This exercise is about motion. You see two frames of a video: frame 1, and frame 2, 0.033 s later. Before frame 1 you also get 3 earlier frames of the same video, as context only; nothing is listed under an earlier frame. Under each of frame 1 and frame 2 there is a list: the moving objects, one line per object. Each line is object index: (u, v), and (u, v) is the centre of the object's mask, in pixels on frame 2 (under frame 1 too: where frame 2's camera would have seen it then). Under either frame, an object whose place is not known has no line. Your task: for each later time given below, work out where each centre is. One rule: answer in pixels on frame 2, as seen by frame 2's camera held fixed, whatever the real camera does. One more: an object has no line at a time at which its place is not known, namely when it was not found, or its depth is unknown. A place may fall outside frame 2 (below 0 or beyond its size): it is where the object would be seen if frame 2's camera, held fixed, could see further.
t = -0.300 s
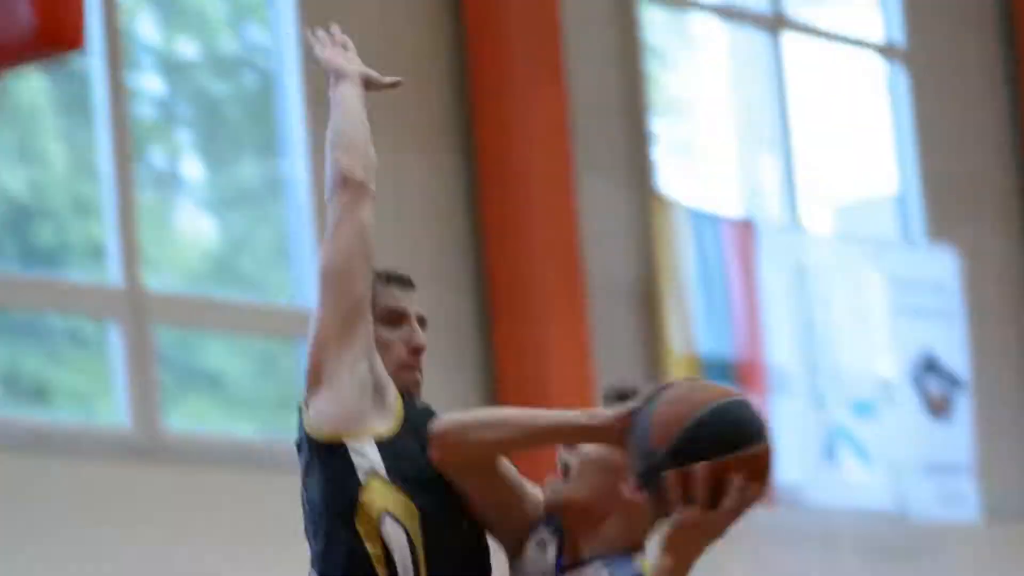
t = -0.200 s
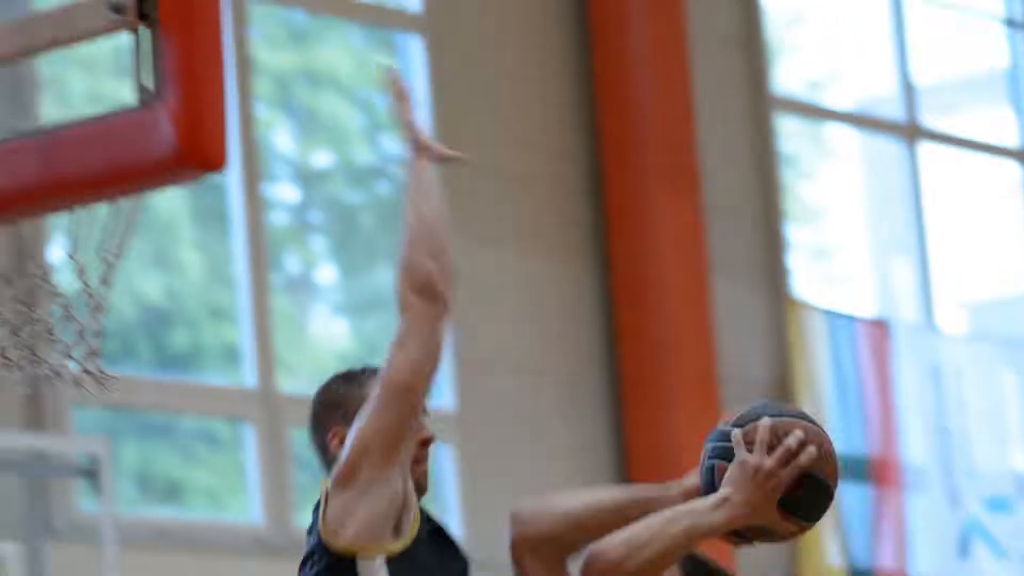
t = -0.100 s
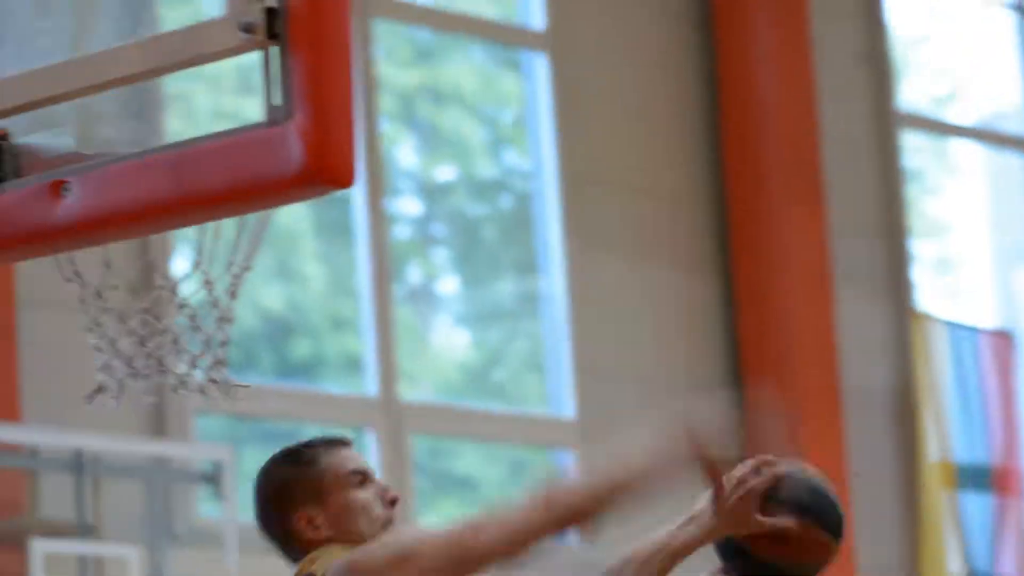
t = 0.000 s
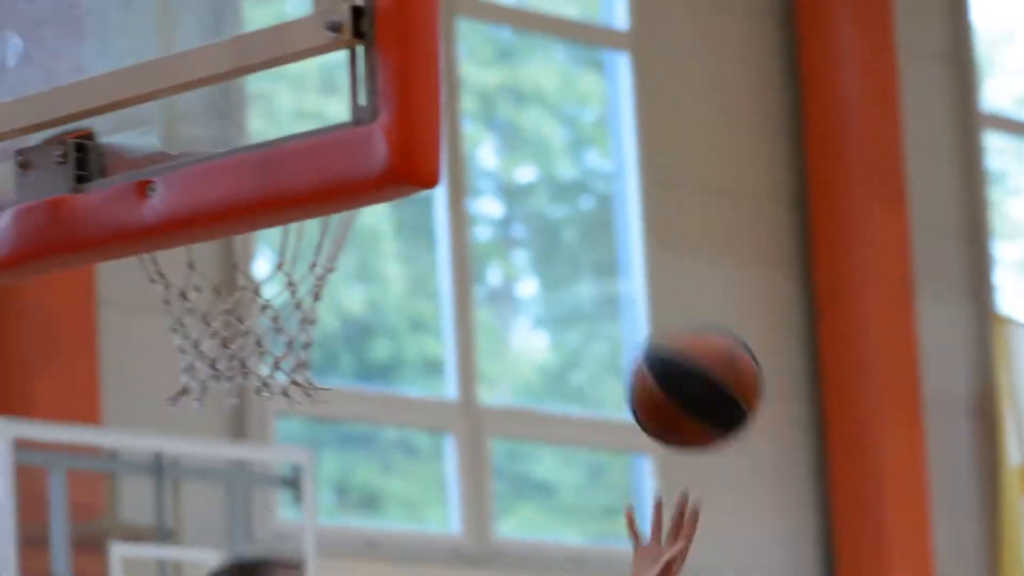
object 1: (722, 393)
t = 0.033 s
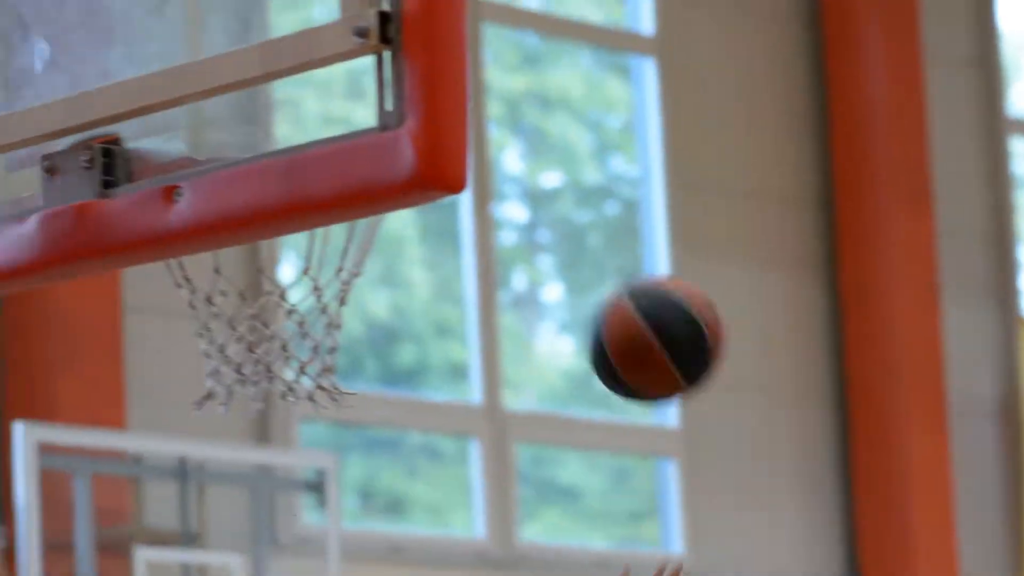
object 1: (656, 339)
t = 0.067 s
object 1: (591, 294)
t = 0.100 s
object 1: (526, 252)
